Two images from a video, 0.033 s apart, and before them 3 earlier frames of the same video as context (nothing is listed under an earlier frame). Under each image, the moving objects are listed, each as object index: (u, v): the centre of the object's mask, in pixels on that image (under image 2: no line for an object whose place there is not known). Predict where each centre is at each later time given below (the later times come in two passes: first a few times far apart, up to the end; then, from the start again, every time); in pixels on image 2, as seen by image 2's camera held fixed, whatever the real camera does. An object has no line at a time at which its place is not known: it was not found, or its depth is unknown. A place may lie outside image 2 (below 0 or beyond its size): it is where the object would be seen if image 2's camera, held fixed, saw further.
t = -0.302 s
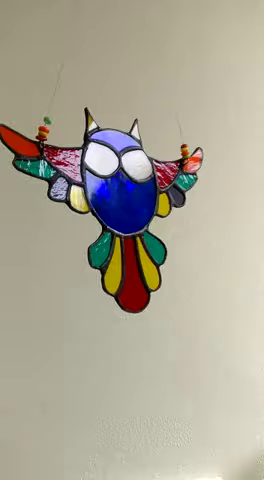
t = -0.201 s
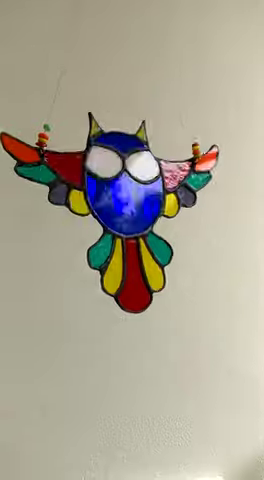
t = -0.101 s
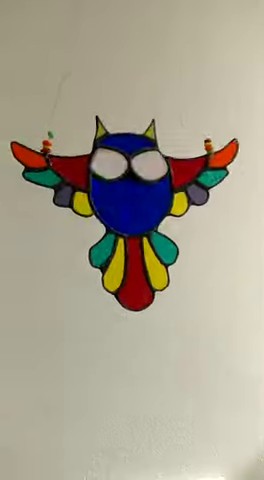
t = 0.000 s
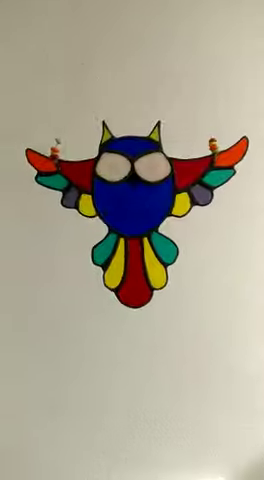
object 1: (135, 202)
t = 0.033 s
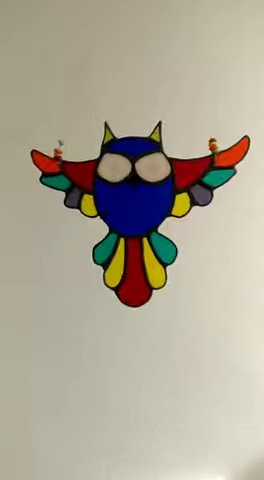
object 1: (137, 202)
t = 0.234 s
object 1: (145, 199)
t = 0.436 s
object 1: (140, 201)
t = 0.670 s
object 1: (130, 196)
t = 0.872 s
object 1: (125, 201)
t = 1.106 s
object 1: (135, 195)
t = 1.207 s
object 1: (139, 191)
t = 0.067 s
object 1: (139, 201)
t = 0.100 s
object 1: (141, 201)
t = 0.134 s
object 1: (142, 201)
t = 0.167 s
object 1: (144, 200)
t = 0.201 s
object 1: (145, 200)
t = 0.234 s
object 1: (145, 199)
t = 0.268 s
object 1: (145, 198)
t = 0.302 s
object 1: (145, 198)
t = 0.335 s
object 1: (145, 198)
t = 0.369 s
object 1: (145, 199)
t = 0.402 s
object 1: (142, 201)
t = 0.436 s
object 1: (140, 201)
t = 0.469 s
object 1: (139, 202)
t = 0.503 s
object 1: (137, 203)
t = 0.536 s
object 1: (136, 202)
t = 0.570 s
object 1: (134, 202)
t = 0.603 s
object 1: (134, 200)
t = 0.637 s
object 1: (132, 198)
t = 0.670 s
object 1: (130, 196)
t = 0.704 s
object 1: (129, 201)
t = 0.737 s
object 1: (127, 200)
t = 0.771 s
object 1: (125, 202)
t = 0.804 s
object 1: (124, 202)
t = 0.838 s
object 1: (125, 202)
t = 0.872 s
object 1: (125, 201)
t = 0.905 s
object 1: (126, 200)
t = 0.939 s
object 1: (127, 199)
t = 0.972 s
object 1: (128, 199)
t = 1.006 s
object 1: (130, 198)
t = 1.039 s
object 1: (131, 197)
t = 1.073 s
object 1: (133, 197)
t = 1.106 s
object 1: (135, 195)
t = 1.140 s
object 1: (136, 194)
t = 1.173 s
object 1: (138, 192)
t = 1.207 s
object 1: (139, 191)
